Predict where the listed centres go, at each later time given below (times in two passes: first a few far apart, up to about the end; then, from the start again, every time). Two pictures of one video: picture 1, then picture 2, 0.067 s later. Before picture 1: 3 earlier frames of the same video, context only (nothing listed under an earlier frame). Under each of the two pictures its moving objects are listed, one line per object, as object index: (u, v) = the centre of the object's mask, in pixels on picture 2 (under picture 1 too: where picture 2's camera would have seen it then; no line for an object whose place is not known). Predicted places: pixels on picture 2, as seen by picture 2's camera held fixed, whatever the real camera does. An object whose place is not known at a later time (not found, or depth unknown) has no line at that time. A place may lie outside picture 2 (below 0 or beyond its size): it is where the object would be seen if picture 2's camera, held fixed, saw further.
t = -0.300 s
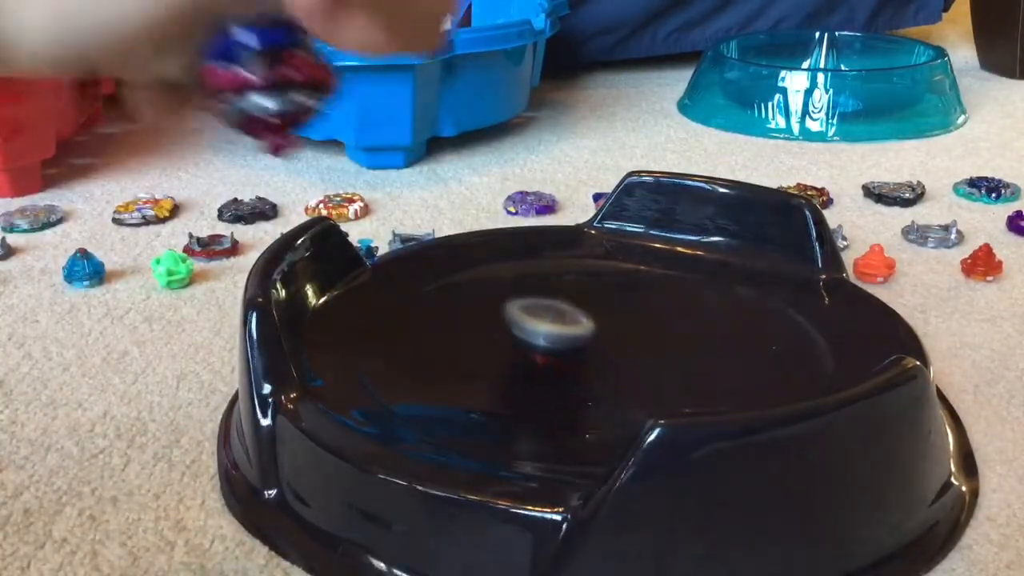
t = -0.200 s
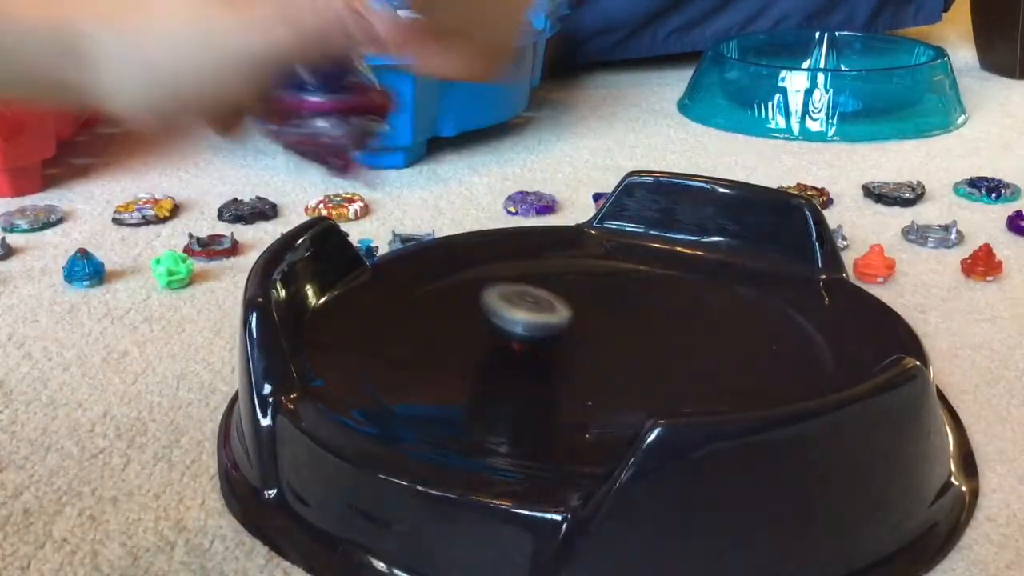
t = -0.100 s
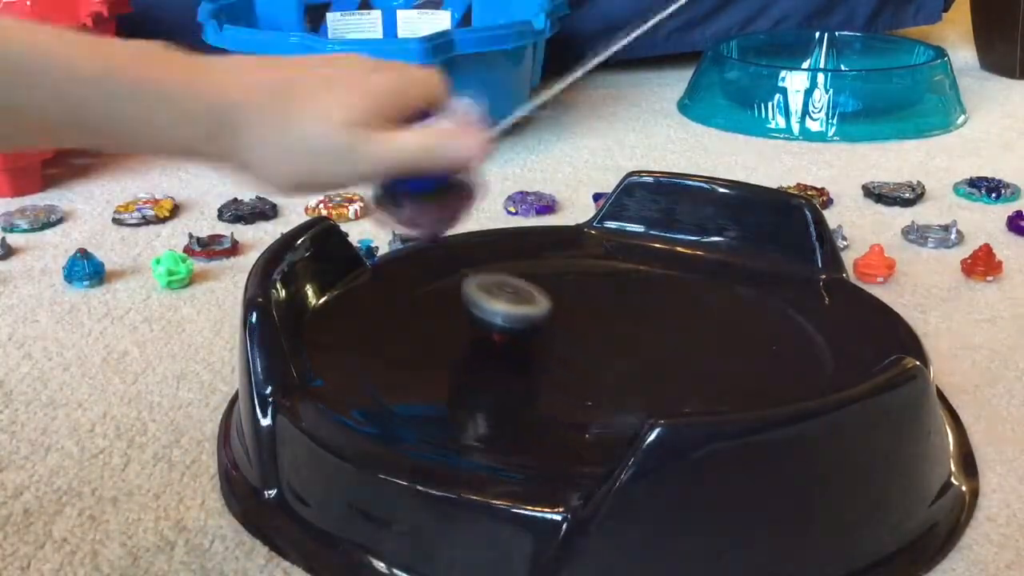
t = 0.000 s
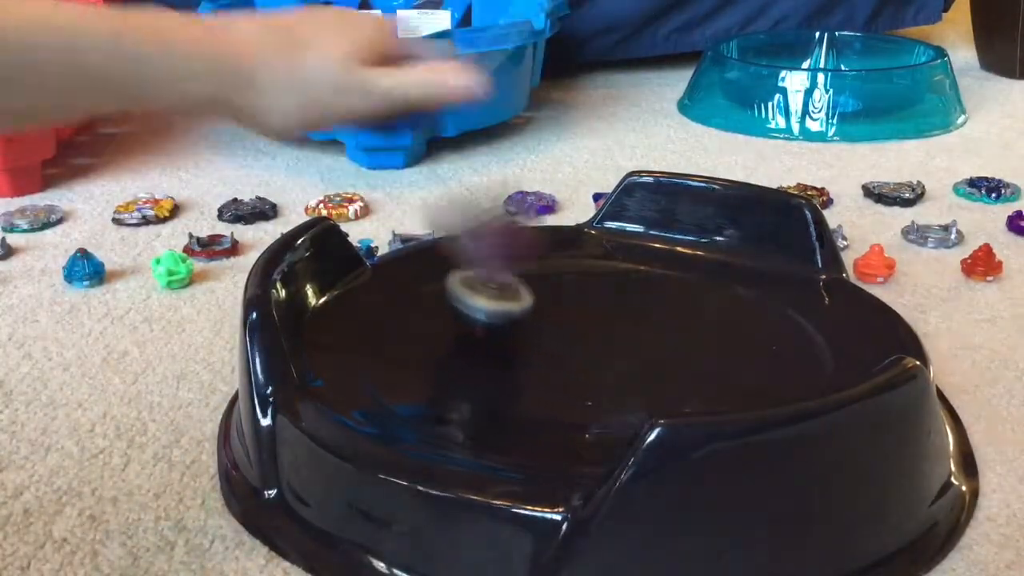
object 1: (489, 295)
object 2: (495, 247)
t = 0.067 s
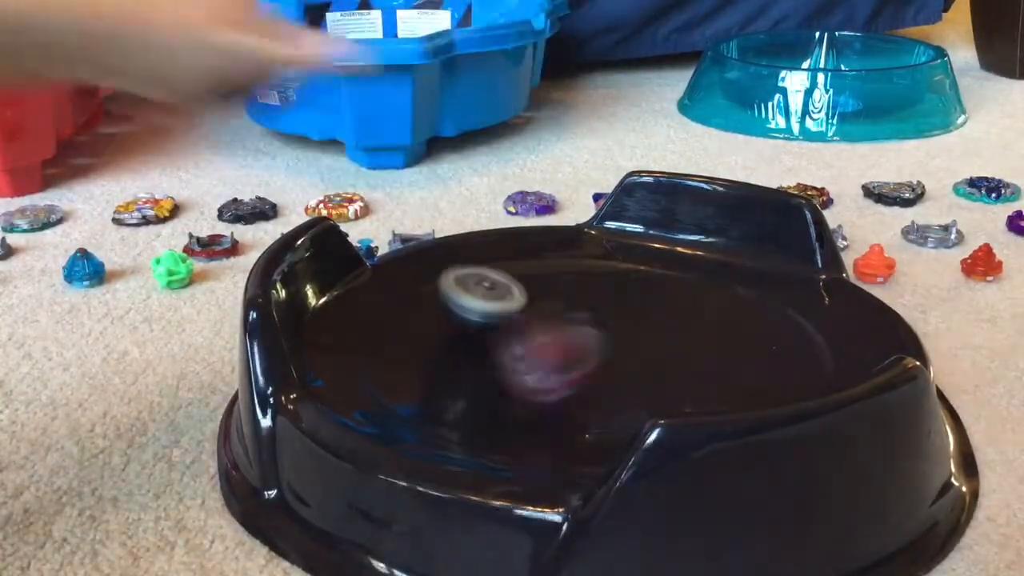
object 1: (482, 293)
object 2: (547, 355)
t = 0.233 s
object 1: (489, 300)
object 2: (648, 343)
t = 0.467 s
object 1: (538, 310)
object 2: (659, 330)
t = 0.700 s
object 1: (576, 296)
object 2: (656, 331)
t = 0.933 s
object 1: (568, 295)
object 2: (637, 333)
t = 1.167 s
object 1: (575, 301)
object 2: (614, 350)
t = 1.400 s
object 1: (603, 305)
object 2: (607, 364)
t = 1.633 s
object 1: (625, 311)
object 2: (594, 361)
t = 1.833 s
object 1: (645, 303)
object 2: (609, 371)
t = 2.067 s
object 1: (641, 307)
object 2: (615, 362)
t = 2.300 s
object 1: (635, 312)
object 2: (600, 361)
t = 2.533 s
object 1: (629, 315)
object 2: (586, 360)
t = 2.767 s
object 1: (619, 312)
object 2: (578, 362)
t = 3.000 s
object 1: (622, 313)
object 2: (582, 359)
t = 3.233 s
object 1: (621, 307)
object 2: (583, 359)
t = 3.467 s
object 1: (610, 306)
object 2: (610, 358)
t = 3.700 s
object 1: (609, 307)
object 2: (621, 358)
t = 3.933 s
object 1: (604, 309)
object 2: (618, 360)
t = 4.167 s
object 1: (603, 310)
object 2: (618, 364)
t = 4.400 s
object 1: (596, 314)
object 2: (620, 365)
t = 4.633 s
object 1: (589, 315)
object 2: (630, 362)
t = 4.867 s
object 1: (562, 277)
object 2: (647, 378)
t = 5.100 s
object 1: (545, 298)
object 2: (624, 362)
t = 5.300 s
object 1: (556, 307)
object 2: (613, 353)
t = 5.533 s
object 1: (580, 310)
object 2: (627, 355)
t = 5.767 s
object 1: (594, 304)
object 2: (628, 360)
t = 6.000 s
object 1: (597, 305)
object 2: (616, 364)
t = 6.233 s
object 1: (598, 308)
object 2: (611, 359)
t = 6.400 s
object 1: (604, 308)
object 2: (620, 360)
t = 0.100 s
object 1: (481, 294)
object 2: (573, 347)
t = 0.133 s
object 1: (482, 295)
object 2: (596, 341)
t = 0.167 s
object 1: (484, 296)
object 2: (619, 350)
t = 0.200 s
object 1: (485, 298)
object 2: (636, 348)
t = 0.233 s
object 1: (489, 300)
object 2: (648, 343)
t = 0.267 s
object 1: (494, 302)
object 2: (657, 339)
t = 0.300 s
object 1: (499, 304)
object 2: (662, 336)
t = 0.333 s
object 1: (505, 306)
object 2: (664, 334)
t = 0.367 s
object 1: (512, 308)
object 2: (665, 333)
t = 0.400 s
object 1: (519, 309)
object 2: (664, 331)
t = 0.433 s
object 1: (529, 310)
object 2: (662, 331)
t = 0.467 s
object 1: (538, 310)
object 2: (659, 330)
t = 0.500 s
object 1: (548, 310)
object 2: (656, 330)
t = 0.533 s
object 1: (558, 309)
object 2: (652, 330)
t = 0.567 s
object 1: (564, 307)
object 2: (652, 331)
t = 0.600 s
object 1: (569, 305)
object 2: (653, 331)
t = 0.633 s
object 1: (573, 302)
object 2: (654, 331)
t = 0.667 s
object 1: (577, 300)
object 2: (653, 331)
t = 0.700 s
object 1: (576, 296)
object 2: (656, 331)
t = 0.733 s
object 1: (573, 292)
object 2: (661, 331)
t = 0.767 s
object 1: (571, 289)
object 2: (662, 332)
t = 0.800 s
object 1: (570, 289)
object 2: (658, 331)
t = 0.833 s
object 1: (570, 291)
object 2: (653, 331)
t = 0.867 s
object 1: (570, 293)
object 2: (647, 331)
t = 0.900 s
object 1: (569, 295)
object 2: (640, 331)
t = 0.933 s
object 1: (568, 295)
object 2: (637, 333)
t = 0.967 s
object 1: (567, 296)
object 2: (633, 335)
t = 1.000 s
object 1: (566, 296)
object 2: (630, 338)
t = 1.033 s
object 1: (566, 296)
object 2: (628, 341)
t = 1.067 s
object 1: (567, 297)
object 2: (625, 344)
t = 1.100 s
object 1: (568, 298)
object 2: (622, 347)
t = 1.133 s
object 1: (572, 300)
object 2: (618, 348)
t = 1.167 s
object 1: (575, 301)
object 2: (614, 350)
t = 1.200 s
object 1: (578, 301)
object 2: (612, 354)
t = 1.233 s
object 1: (582, 300)
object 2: (613, 358)
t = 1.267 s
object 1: (586, 300)
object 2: (613, 361)
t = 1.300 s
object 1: (590, 301)
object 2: (613, 364)
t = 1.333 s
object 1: (595, 301)
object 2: (612, 364)
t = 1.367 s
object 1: (599, 303)
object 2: (610, 365)
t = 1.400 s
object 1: (603, 305)
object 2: (607, 364)
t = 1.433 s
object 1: (606, 306)
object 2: (604, 363)
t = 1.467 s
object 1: (609, 307)
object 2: (600, 363)
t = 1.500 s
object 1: (611, 308)
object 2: (596, 362)
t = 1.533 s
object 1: (615, 309)
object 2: (594, 361)
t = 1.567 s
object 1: (618, 309)
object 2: (593, 361)
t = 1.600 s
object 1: (621, 310)
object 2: (593, 361)
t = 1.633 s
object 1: (625, 311)
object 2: (594, 361)
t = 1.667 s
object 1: (629, 311)
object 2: (596, 361)
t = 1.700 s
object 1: (635, 308)
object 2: (597, 365)
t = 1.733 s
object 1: (640, 305)
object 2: (599, 369)
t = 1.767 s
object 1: (643, 303)
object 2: (601, 370)
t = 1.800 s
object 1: (645, 302)
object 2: (605, 371)
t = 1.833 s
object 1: (645, 303)
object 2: (609, 371)
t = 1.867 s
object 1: (645, 304)
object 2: (612, 369)
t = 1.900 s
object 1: (643, 305)
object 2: (616, 367)
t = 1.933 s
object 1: (642, 306)
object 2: (619, 364)
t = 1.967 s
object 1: (641, 307)
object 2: (620, 362)
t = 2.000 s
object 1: (640, 309)
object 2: (620, 360)
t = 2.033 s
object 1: (641, 308)
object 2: (618, 361)
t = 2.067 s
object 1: (641, 307)
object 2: (615, 362)
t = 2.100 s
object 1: (640, 307)
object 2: (614, 363)
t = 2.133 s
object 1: (639, 307)
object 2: (612, 363)
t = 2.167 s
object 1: (638, 308)
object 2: (611, 362)
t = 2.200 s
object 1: (636, 310)
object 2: (610, 361)
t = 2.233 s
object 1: (636, 311)
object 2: (607, 360)
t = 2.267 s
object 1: (636, 311)
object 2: (603, 361)
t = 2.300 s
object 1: (635, 312)
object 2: (600, 361)
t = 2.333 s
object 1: (634, 312)
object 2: (598, 360)
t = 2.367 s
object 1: (634, 313)
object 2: (596, 360)
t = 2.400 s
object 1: (635, 313)
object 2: (592, 361)
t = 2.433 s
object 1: (635, 313)
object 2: (590, 361)
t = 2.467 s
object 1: (634, 313)
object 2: (589, 361)
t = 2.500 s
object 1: (632, 314)
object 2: (588, 361)
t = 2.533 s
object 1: (629, 315)
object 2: (586, 360)
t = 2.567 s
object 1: (627, 315)
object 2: (584, 360)
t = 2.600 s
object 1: (625, 314)
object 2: (582, 361)
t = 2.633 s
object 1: (623, 313)
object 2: (580, 360)
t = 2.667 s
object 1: (621, 314)
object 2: (580, 360)
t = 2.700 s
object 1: (619, 314)
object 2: (580, 359)
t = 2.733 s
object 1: (619, 313)
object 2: (578, 360)
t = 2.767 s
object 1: (619, 312)
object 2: (578, 362)
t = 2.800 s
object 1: (619, 312)
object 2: (580, 363)
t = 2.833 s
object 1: (619, 312)
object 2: (581, 363)
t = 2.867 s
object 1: (618, 313)
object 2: (584, 362)
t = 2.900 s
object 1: (618, 313)
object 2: (586, 361)
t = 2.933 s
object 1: (618, 314)
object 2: (588, 360)
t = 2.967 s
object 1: (620, 313)
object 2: (585, 360)
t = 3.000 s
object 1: (622, 313)
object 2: (582, 359)
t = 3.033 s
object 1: (622, 312)
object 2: (581, 358)
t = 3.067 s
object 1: (622, 310)
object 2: (579, 358)
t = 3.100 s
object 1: (623, 309)
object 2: (578, 359)
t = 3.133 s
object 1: (624, 308)
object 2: (577, 360)
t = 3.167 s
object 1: (623, 308)
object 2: (578, 360)
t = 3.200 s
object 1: (622, 307)
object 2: (580, 360)
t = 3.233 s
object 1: (621, 307)
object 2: (583, 359)
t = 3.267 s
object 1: (618, 308)
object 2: (587, 358)
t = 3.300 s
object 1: (616, 308)
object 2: (592, 358)
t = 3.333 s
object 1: (615, 307)
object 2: (596, 357)
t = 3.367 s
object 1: (614, 306)
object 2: (600, 358)
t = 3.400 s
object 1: (613, 305)
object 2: (603, 358)
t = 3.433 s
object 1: (612, 305)
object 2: (606, 358)
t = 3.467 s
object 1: (610, 306)
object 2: (610, 358)
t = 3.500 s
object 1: (610, 304)
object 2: (612, 358)
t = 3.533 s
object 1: (611, 304)
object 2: (613, 360)
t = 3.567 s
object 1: (611, 303)
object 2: (615, 361)
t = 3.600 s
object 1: (611, 304)
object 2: (617, 361)
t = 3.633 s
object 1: (611, 305)
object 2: (619, 360)
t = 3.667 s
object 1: (610, 306)
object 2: (620, 359)
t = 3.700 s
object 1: (609, 307)
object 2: (621, 358)
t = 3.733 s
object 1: (607, 306)
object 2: (622, 359)
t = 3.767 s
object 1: (607, 305)
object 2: (622, 360)
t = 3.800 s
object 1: (607, 306)
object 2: (621, 361)
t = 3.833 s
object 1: (606, 306)
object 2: (620, 361)
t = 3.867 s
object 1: (606, 307)
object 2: (620, 360)
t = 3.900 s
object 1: (605, 309)
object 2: (619, 360)
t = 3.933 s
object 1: (604, 309)
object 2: (618, 360)
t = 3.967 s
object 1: (603, 309)
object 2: (618, 360)
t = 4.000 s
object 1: (603, 310)
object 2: (618, 360)
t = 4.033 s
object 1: (603, 309)
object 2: (618, 361)
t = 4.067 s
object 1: (602, 308)
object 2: (619, 363)
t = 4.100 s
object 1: (603, 308)
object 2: (618, 364)
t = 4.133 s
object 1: (603, 309)
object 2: (618, 364)
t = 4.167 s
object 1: (603, 310)
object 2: (618, 364)
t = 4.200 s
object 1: (602, 310)
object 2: (617, 364)
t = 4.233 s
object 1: (601, 312)
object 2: (616, 363)
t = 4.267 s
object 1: (600, 313)
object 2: (615, 362)
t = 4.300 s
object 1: (599, 313)
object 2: (615, 364)
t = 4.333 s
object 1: (598, 312)
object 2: (617, 365)
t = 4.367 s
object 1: (597, 313)
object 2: (619, 365)
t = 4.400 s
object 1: (596, 314)
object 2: (620, 365)
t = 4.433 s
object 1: (595, 314)
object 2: (621, 364)
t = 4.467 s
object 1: (594, 315)
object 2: (622, 363)
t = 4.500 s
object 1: (592, 315)
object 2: (624, 364)
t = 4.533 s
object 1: (591, 315)
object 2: (627, 364)
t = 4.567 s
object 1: (590, 314)
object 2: (628, 363)
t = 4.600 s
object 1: (589, 315)
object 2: (630, 363)
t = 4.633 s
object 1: (589, 315)
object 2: (630, 362)
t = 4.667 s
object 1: (588, 315)
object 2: (630, 360)
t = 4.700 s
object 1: (584, 308)
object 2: (634, 365)
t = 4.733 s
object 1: (578, 297)
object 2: (639, 373)
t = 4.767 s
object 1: (573, 286)
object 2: (644, 376)
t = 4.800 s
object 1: (570, 280)
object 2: (646, 378)
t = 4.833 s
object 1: (566, 278)
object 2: (648, 378)
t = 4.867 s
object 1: (562, 277)
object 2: (647, 378)
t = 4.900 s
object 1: (558, 279)
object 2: (647, 376)
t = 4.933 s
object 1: (553, 281)
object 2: (644, 375)
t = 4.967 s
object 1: (550, 284)
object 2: (641, 373)
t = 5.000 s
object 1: (547, 287)
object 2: (637, 370)
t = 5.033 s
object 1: (545, 290)
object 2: (633, 368)
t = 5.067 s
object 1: (545, 294)
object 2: (628, 365)
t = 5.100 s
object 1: (545, 298)
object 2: (624, 362)
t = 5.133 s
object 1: (546, 301)
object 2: (620, 359)
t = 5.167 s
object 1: (548, 304)
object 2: (615, 357)
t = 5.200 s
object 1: (550, 307)
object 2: (611, 353)
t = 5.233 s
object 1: (553, 309)
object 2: (609, 352)
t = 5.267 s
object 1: (553, 308)
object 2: (611, 353)
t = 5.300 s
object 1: (556, 307)
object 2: (613, 353)
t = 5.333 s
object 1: (560, 307)
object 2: (614, 354)
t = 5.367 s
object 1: (565, 307)
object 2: (616, 353)
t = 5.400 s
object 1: (568, 308)
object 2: (618, 353)
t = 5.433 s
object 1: (571, 308)
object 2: (621, 354)
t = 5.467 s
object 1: (574, 308)
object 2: (624, 355)
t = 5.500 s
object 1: (577, 309)
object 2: (626, 355)
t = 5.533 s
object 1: (580, 310)
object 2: (627, 355)
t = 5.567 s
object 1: (581, 309)
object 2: (630, 356)
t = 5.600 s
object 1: (582, 308)
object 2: (633, 356)
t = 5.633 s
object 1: (584, 308)
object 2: (635, 356)
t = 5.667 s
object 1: (586, 308)
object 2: (635, 356)
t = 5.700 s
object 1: (588, 309)
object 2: (634, 356)
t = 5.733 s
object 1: (590, 309)
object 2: (632, 357)
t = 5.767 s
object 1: (594, 304)
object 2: (628, 360)
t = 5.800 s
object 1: (597, 302)
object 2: (626, 363)
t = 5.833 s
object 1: (598, 300)
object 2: (624, 364)
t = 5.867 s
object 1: (599, 300)
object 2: (622, 365)
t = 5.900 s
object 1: (599, 301)
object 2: (620, 365)
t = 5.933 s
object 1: (599, 302)
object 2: (619, 366)
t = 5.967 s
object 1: (598, 304)
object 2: (616, 364)
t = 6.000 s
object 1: (597, 305)
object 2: (616, 364)
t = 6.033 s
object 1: (597, 306)
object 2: (614, 363)
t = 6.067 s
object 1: (596, 307)
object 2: (613, 361)
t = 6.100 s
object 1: (596, 308)
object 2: (612, 360)
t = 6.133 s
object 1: (595, 309)
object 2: (611, 359)
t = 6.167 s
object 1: (596, 309)
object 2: (611, 359)
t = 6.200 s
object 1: (597, 308)
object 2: (611, 359)
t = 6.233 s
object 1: (598, 308)
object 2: (611, 359)
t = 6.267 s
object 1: (599, 308)
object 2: (613, 359)
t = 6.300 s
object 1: (601, 308)
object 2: (614, 359)
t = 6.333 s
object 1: (602, 308)
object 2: (616, 360)
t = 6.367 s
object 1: (603, 308)
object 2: (617, 359)
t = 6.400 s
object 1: (604, 308)
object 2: (620, 360)
